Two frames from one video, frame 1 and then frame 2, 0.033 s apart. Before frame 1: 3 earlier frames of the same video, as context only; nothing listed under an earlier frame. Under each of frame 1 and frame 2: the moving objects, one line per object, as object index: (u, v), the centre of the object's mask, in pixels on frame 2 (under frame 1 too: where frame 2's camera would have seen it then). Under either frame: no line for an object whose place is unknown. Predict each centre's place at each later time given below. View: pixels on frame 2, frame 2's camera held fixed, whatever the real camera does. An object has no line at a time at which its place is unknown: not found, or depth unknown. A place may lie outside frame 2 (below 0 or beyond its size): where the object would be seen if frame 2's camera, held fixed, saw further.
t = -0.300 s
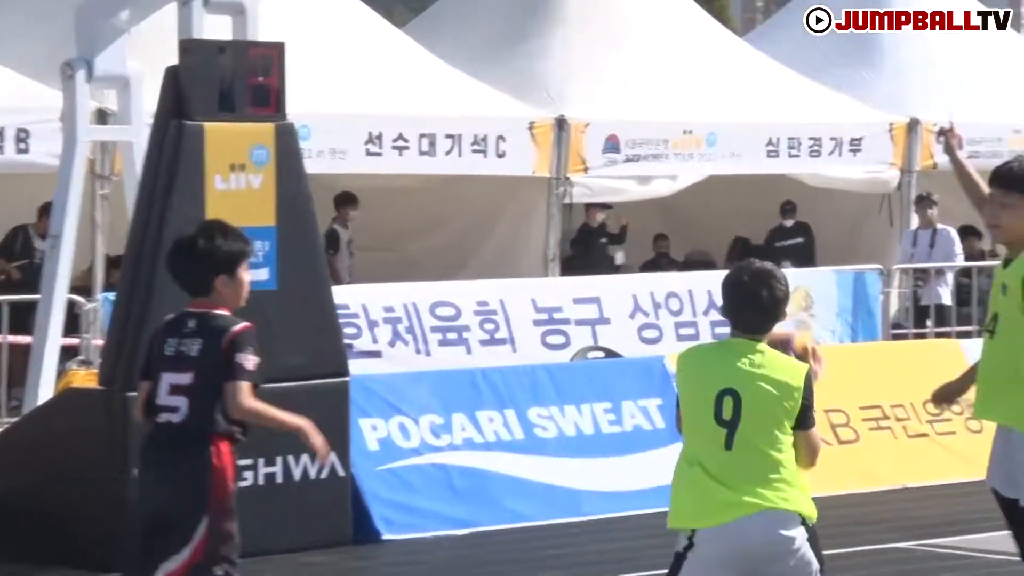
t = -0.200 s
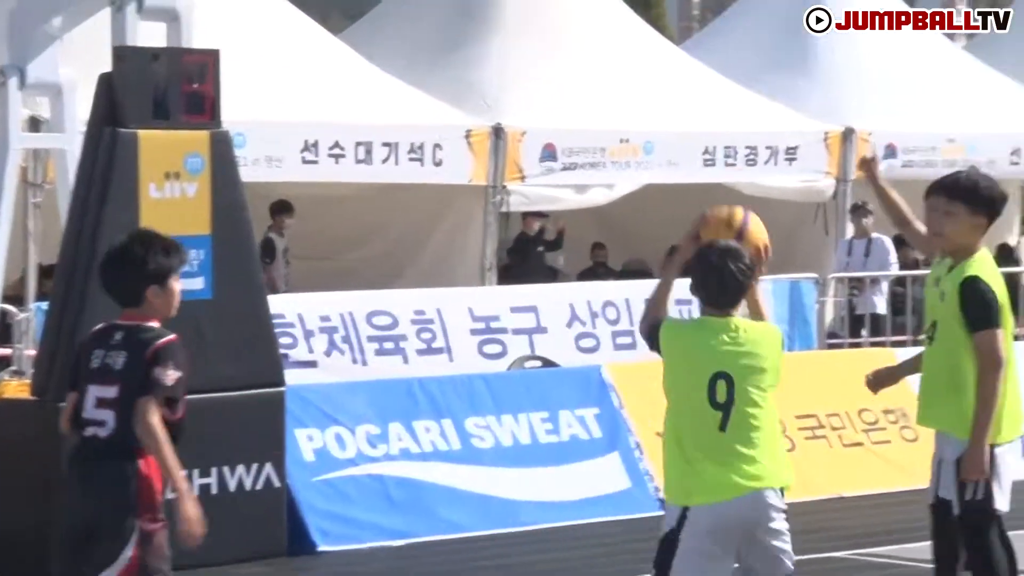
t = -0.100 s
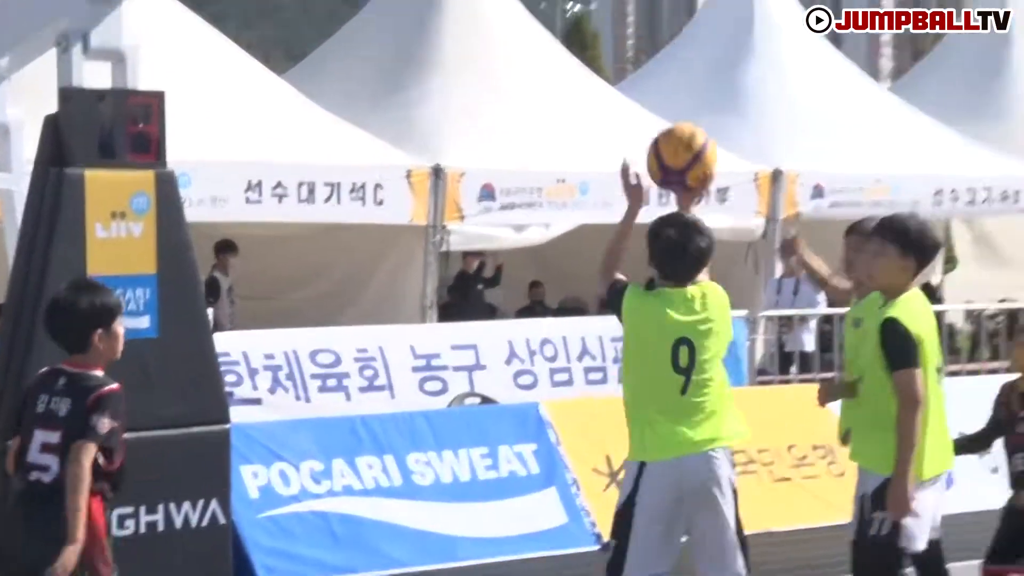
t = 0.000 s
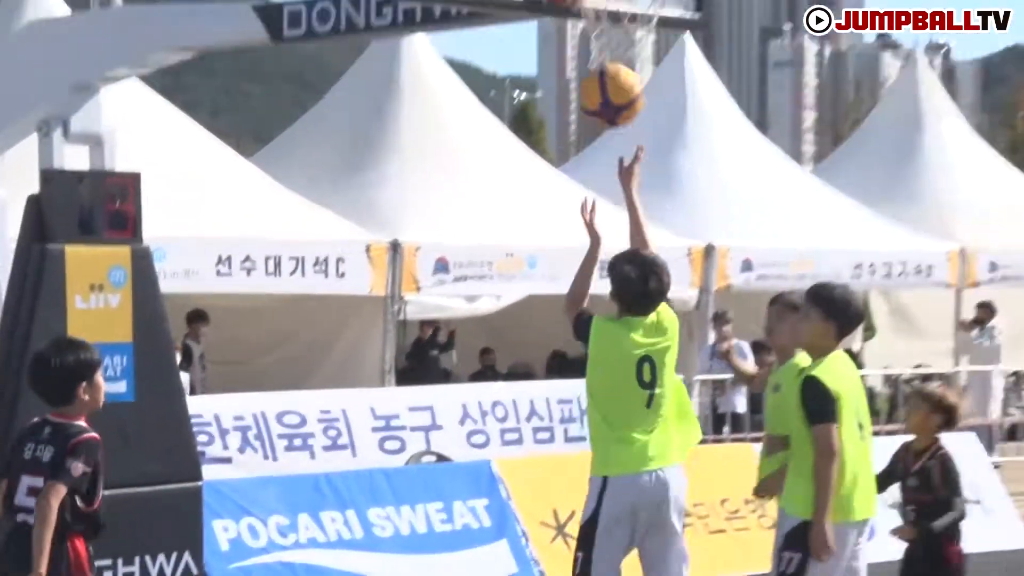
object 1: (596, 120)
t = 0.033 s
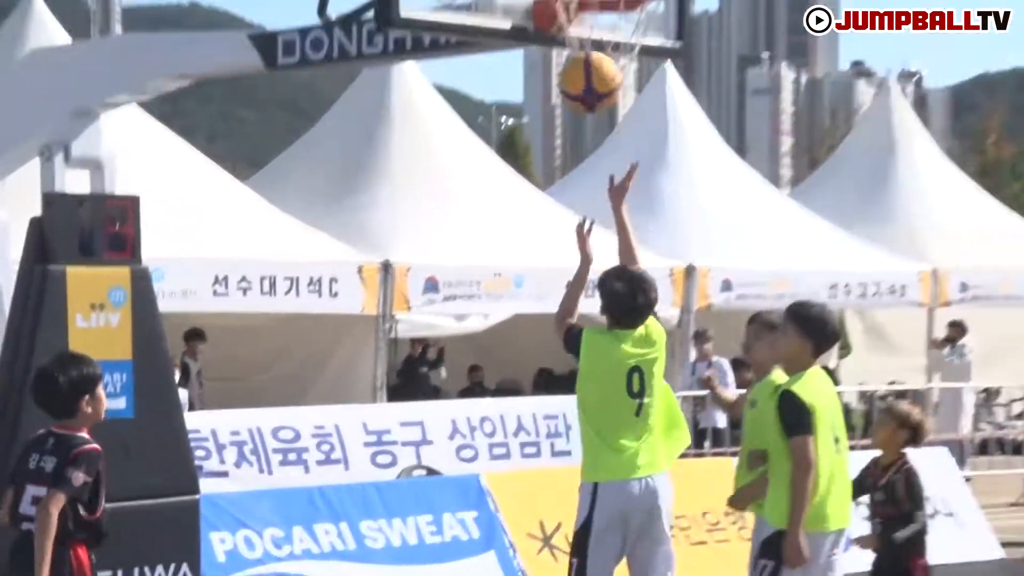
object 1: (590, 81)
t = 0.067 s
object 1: (586, 46)
